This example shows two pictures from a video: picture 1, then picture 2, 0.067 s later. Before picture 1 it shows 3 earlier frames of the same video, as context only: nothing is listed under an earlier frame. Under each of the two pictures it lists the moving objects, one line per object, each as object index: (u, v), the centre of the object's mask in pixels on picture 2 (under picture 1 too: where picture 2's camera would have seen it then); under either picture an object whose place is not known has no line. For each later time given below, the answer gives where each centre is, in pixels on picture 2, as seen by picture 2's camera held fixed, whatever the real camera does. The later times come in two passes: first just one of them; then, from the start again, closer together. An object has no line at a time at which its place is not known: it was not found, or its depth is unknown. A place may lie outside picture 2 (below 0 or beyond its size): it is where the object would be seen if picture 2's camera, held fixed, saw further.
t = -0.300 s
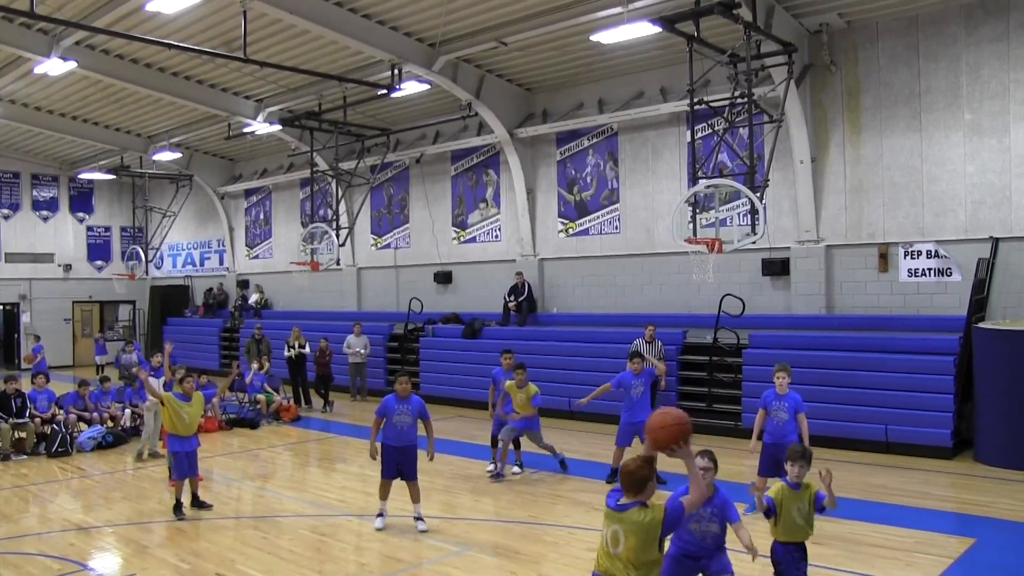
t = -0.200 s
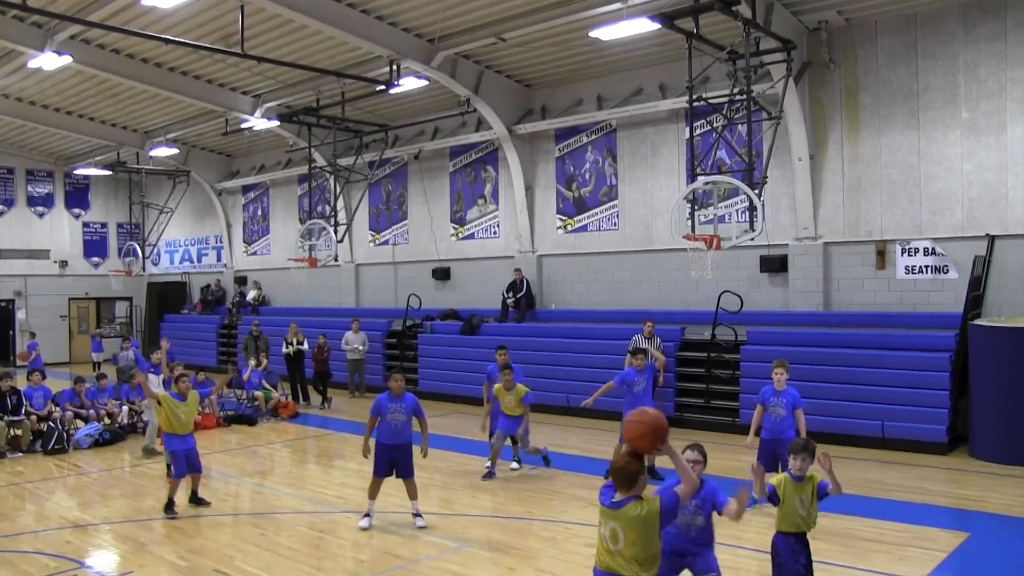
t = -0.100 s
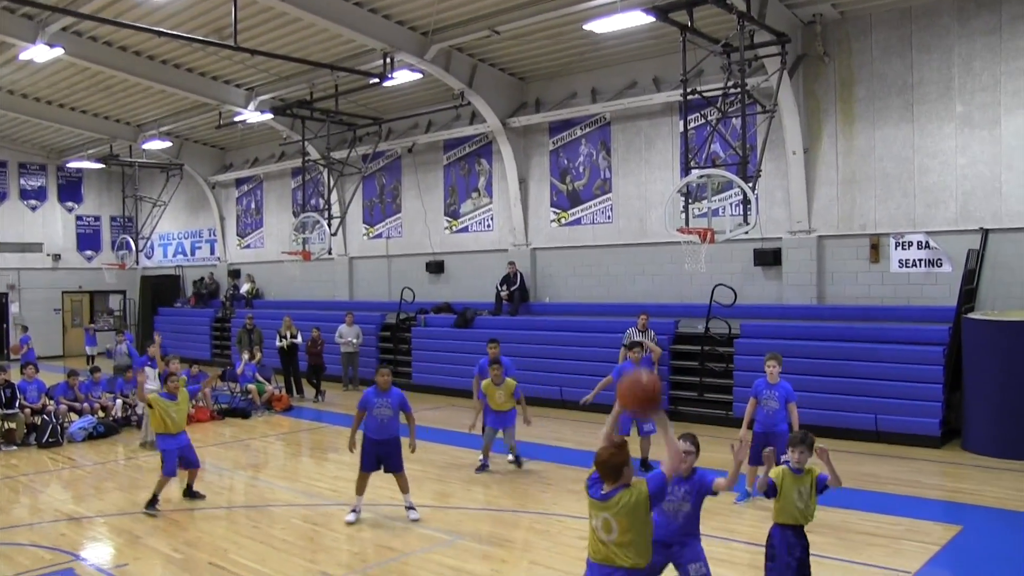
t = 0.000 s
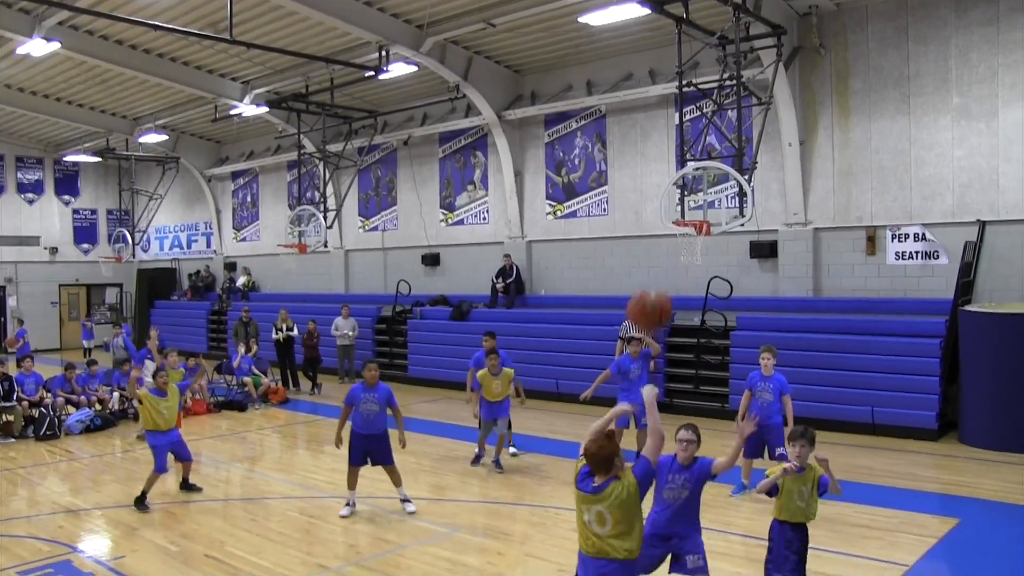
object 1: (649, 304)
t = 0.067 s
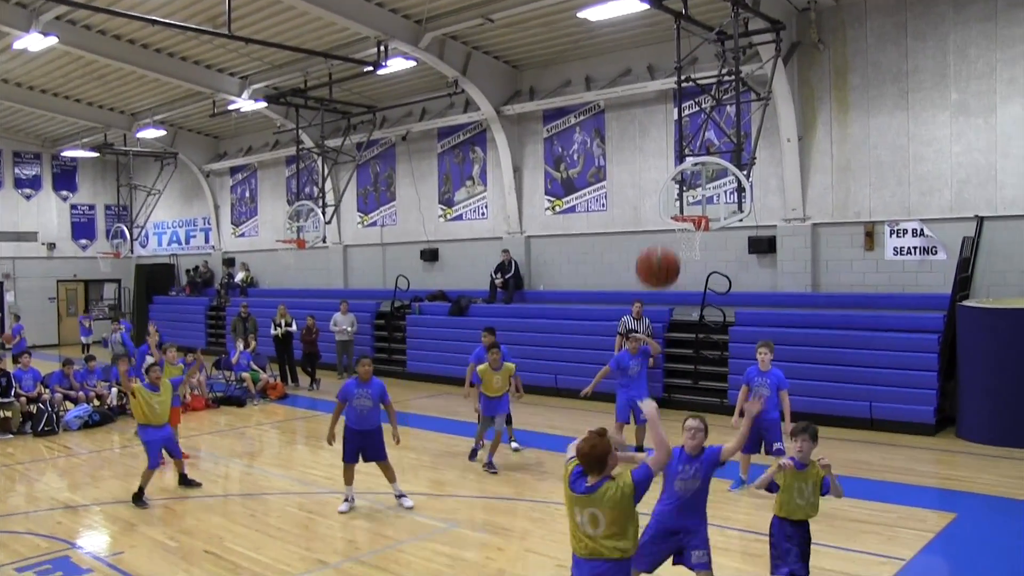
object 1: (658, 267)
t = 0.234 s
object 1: (682, 209)
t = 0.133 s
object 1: (668, 237)
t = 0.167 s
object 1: (672, 226)
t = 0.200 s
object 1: (677, 216)
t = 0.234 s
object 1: (682, 209)
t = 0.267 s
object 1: (687, 204)
